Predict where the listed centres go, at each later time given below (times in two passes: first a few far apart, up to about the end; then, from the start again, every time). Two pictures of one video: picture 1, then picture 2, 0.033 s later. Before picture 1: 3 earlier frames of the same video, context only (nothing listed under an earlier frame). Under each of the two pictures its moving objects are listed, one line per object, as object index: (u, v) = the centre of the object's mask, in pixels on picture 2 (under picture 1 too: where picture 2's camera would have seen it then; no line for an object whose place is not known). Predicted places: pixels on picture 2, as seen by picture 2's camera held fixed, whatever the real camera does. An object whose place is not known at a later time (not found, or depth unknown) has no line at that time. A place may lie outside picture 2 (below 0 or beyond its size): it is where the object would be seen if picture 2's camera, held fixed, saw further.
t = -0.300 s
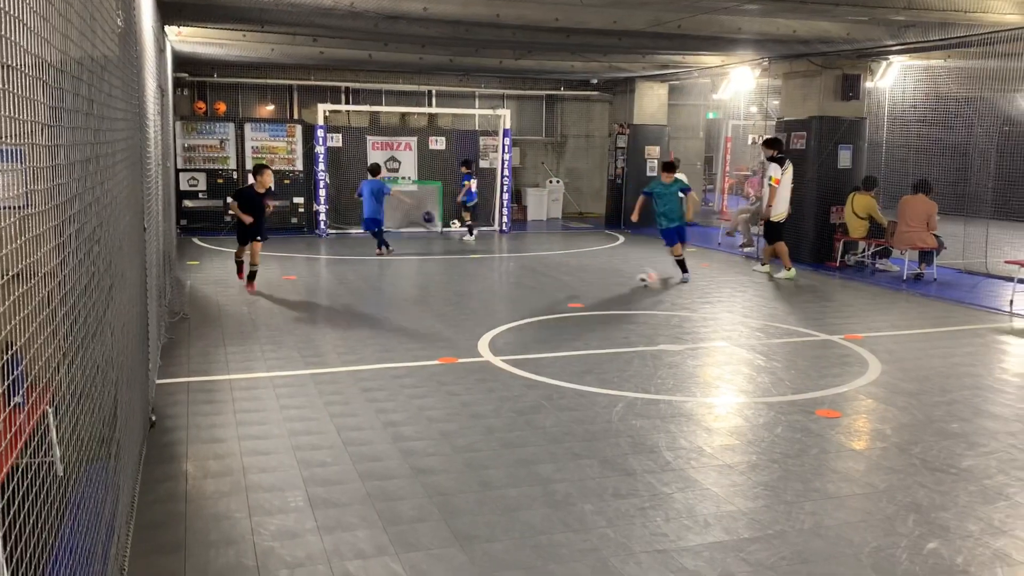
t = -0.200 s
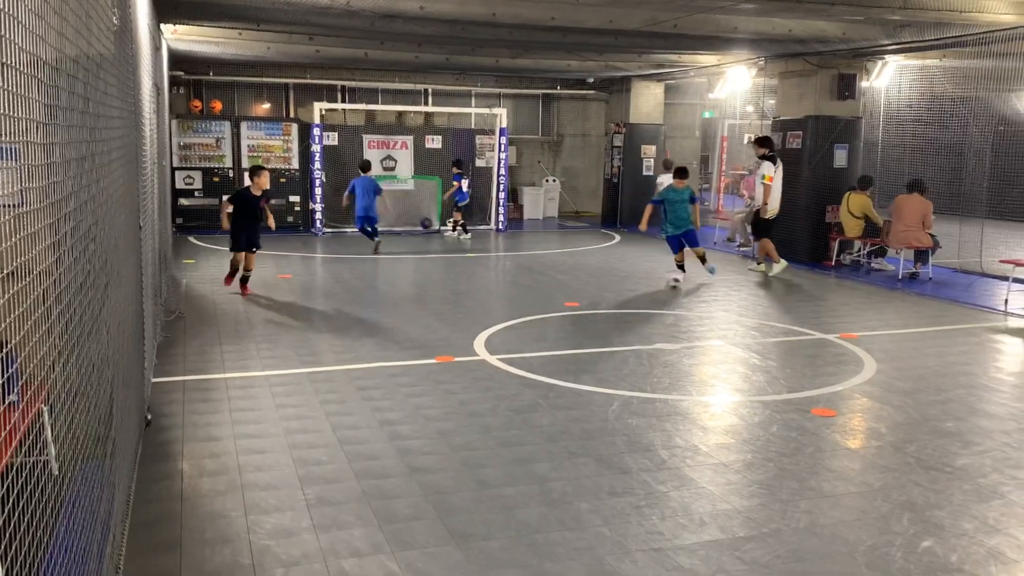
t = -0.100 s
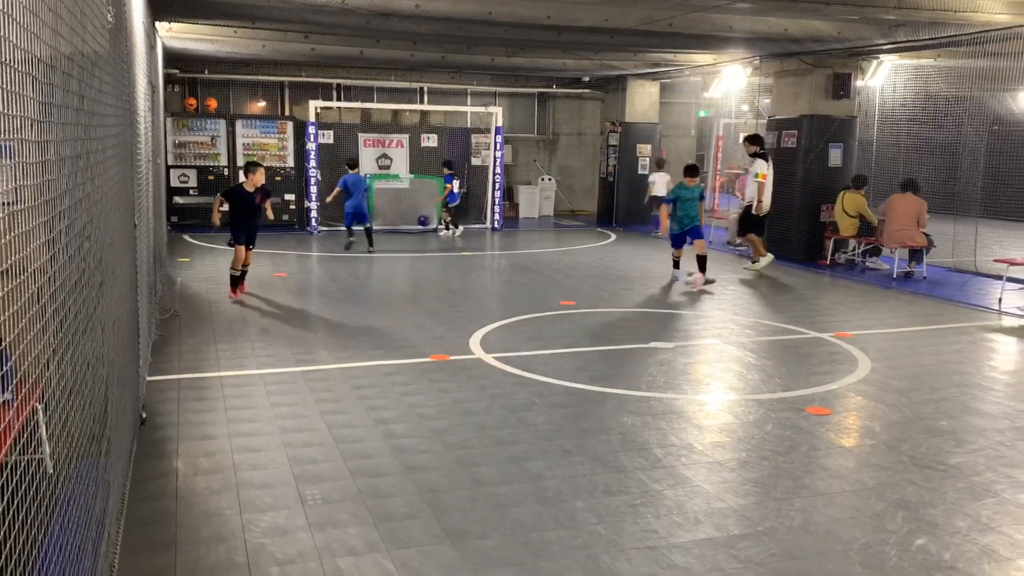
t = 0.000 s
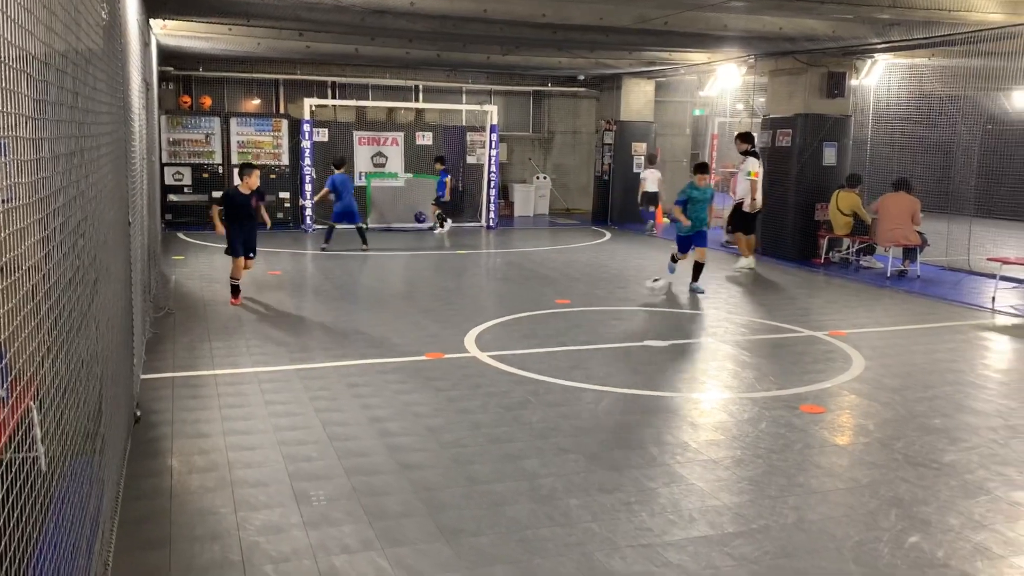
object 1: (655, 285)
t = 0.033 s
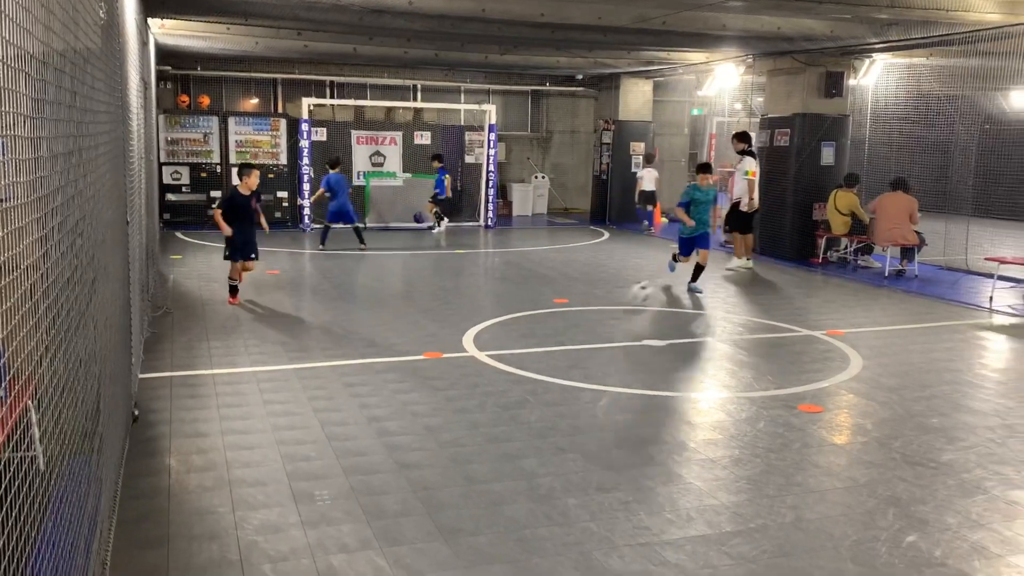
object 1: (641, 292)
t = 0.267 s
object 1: (569, 322)
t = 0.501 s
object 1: (499, 353)
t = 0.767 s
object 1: (381, 408)
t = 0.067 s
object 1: (630, 298)
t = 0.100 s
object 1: (620, 301)
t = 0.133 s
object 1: (609, 304)
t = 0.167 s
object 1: (599, 309)
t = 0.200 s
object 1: (588, 314)
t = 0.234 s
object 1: (579, 317)
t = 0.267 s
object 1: (569, 322)
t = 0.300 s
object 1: (559, 325)
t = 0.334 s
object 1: (550, 331)
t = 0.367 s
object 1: (540, 334)
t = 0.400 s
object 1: (530, 339)
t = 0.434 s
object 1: (520, 343)
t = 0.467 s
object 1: (509, 349)
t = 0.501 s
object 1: (499, 353)
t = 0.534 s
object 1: (486, 359)
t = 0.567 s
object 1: (472, 365)
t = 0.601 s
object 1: (461, 371)
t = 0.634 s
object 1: (445, 379)
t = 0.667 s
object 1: (432, 383)
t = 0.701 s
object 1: (416, 393)
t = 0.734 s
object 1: (400, 399)
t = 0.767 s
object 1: (381, 408)
